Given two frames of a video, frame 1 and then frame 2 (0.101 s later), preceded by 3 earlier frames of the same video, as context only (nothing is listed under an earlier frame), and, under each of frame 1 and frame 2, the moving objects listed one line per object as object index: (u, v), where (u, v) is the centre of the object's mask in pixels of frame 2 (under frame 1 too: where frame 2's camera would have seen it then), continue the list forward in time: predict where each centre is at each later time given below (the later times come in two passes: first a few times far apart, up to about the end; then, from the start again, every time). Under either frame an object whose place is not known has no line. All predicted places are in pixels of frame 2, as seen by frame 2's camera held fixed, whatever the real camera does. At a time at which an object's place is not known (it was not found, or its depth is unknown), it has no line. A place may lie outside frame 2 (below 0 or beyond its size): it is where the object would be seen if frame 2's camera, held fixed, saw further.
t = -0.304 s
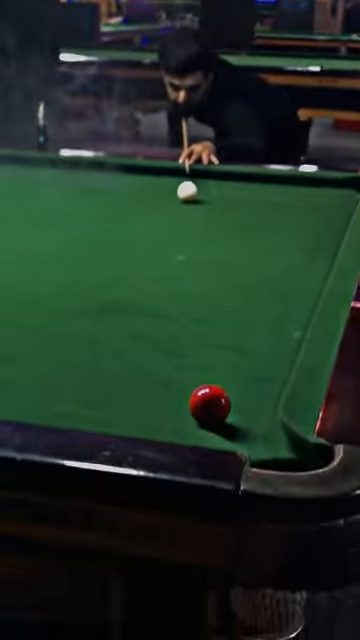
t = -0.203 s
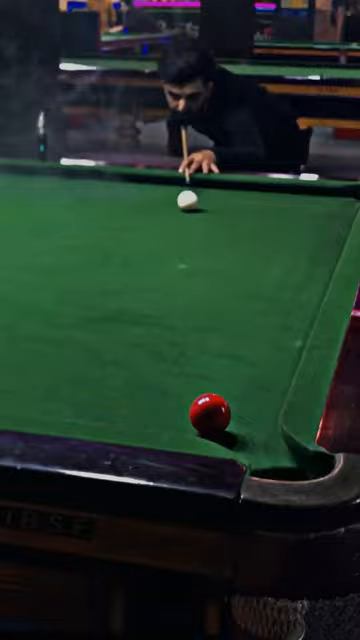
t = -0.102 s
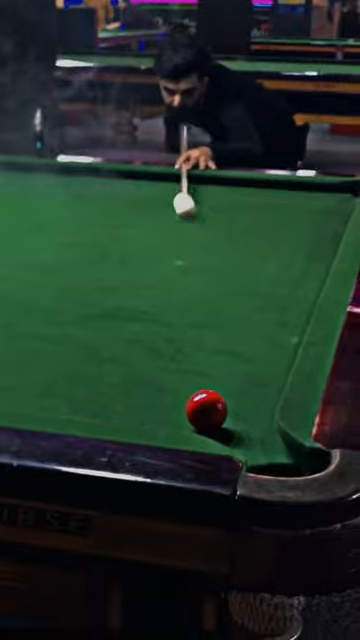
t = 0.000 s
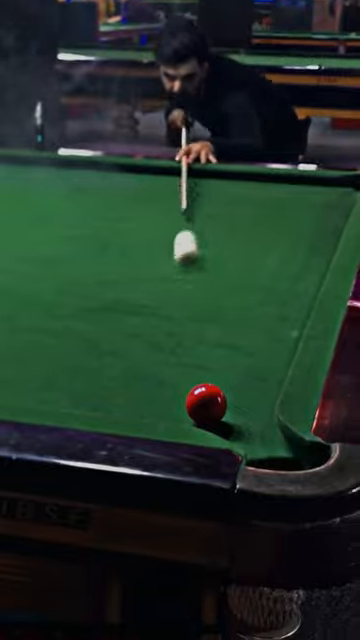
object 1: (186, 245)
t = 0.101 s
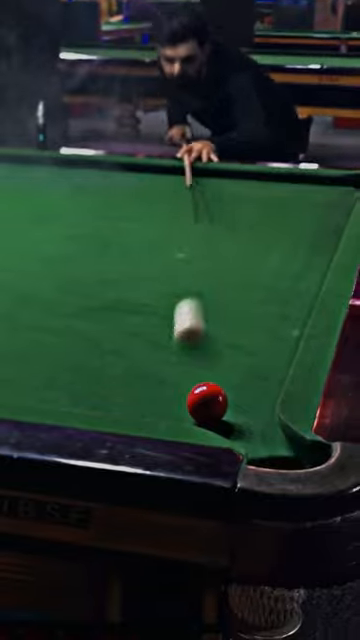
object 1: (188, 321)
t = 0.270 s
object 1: (86, 399)
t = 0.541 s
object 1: (48, 362)
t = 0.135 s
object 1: (188, 355)
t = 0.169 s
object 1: (176, 380)
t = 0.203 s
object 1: (144, 392)
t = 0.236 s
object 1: (113, 397)
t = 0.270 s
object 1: (86, 399)
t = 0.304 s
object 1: (73, 397)
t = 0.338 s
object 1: (70, 393)
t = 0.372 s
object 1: (66, 390)
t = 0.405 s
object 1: (62, 385)
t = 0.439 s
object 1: (58, 380)
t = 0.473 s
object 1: (55, 373)
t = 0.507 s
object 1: (51, 367)
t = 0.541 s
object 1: (48, 362)
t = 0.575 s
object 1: (45, 357)
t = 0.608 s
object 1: (42, 352)
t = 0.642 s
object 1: (40, 347)
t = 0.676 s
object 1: (36, 343)
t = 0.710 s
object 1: (32, 338)
